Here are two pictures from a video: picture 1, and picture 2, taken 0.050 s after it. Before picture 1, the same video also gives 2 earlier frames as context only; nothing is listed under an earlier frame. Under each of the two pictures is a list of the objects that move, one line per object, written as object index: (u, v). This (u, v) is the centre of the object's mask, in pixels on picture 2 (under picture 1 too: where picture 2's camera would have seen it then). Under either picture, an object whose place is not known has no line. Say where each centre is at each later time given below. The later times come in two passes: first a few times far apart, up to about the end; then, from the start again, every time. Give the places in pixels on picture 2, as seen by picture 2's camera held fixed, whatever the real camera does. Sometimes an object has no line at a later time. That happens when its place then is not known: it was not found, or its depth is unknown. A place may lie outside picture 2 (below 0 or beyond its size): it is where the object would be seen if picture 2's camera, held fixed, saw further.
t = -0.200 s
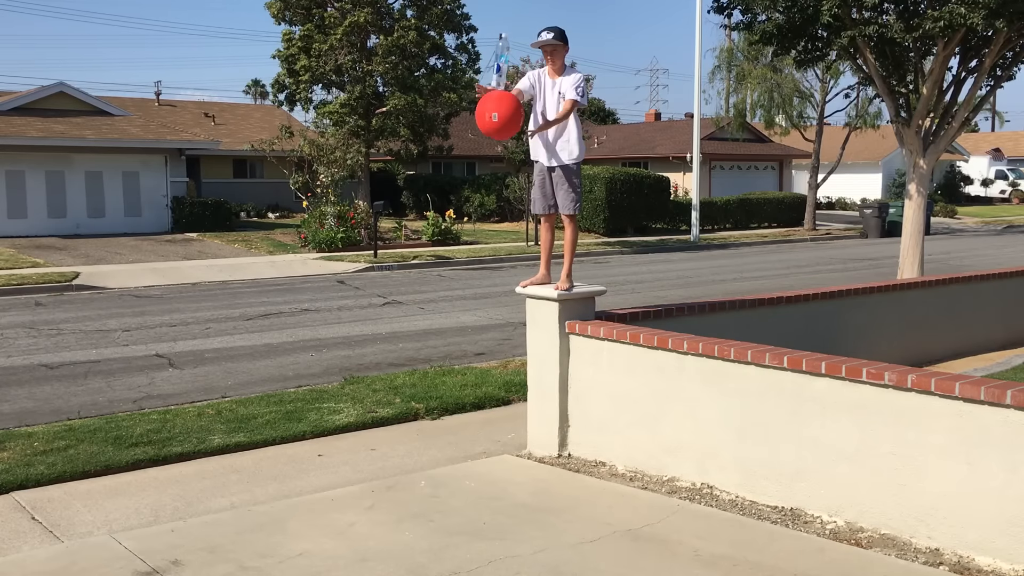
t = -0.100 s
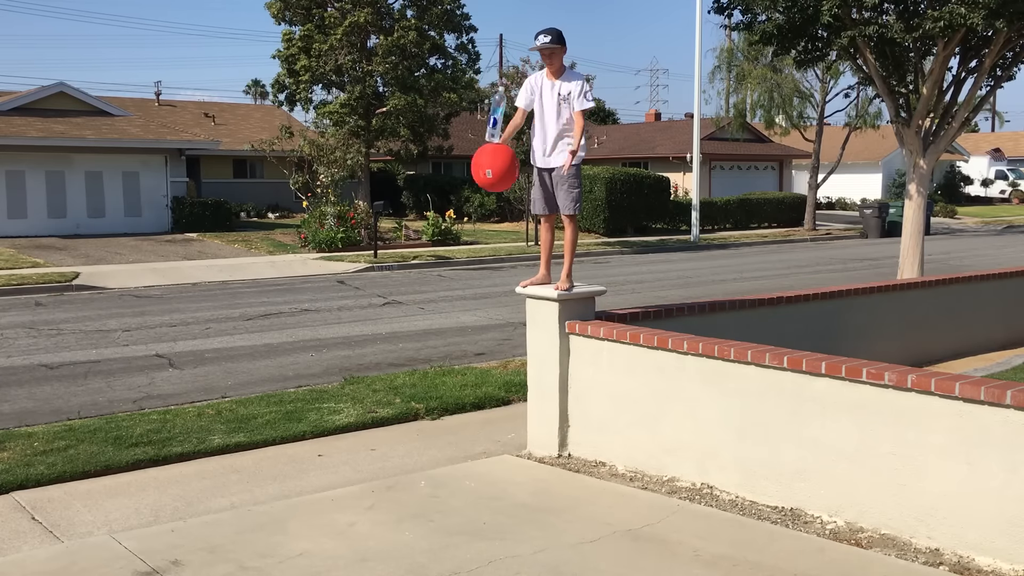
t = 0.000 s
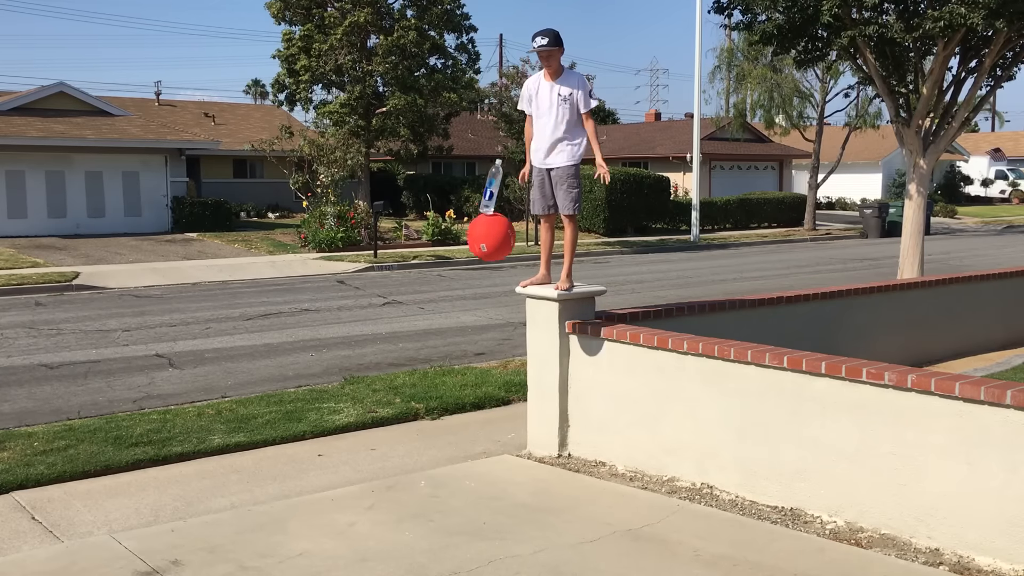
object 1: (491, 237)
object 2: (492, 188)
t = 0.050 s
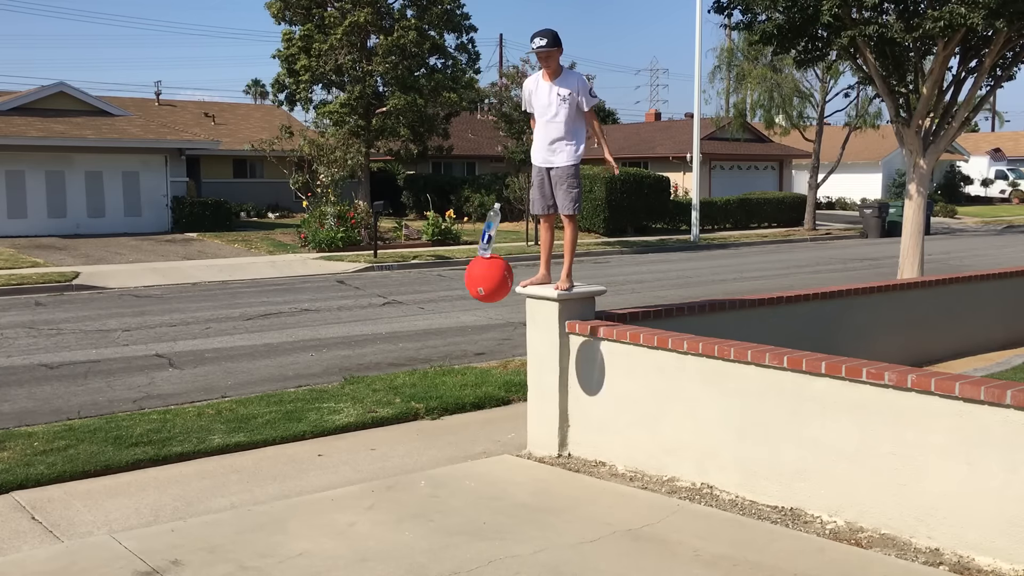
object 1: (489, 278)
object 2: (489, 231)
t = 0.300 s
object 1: (476, 439)
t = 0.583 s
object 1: (455, 396)
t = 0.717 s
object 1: (448, 418)
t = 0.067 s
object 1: (488, 293)
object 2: (489, 247)
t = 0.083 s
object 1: (487, 308)
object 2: (488, 263)
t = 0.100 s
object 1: (487, 324)
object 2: (487, 279)
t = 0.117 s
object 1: (486, 340)
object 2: (486, 296)
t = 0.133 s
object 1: (486, 357)
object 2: (486, 313)
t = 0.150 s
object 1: (485, 374)
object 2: (485, 332)
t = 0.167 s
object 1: (485, 392)
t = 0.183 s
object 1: (484, 410)
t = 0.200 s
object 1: (484, 428)
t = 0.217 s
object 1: (484, 447)
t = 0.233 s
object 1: (484, 465)
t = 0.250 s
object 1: (482, 464)
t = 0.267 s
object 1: (478, 450)
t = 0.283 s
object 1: (478, 445)
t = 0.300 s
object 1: (476, 439)
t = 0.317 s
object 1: (475, 433)
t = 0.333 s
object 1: (473, 427)
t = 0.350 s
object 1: (472, 422)
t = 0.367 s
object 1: (471, 417)
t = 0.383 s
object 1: (469, 412)
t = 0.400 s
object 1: (468, 408)
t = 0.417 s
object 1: (467, 405)
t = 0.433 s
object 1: (466, 402)
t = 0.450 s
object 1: (464, 400)
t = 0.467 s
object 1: (463, 398)
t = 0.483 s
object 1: (462, 396)
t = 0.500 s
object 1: (461, 395)
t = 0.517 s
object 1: (460, 394)
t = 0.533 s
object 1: (458, 394)
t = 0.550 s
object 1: (457, 395)
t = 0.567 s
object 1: (456, 395)
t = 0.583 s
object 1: (455, 396)
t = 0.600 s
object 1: (454, 398)
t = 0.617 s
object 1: (453, 400)
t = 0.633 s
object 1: (452, 402)
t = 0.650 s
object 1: (451, 404)
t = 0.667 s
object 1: (450, 407)
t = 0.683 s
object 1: (450, 411)
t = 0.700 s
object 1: (449, 414)
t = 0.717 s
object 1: (448, 418)
